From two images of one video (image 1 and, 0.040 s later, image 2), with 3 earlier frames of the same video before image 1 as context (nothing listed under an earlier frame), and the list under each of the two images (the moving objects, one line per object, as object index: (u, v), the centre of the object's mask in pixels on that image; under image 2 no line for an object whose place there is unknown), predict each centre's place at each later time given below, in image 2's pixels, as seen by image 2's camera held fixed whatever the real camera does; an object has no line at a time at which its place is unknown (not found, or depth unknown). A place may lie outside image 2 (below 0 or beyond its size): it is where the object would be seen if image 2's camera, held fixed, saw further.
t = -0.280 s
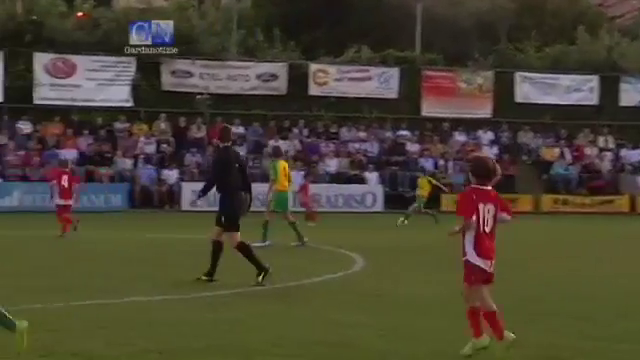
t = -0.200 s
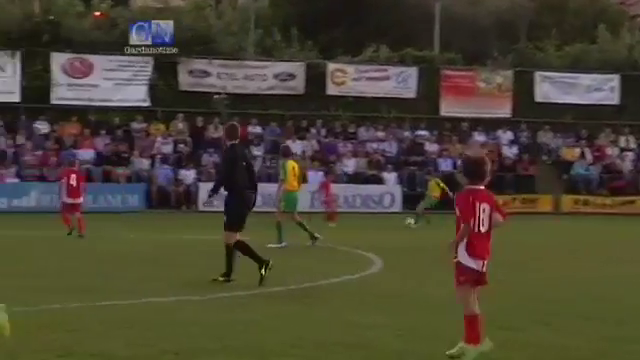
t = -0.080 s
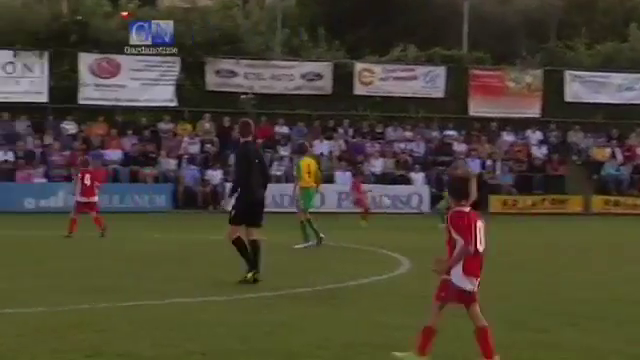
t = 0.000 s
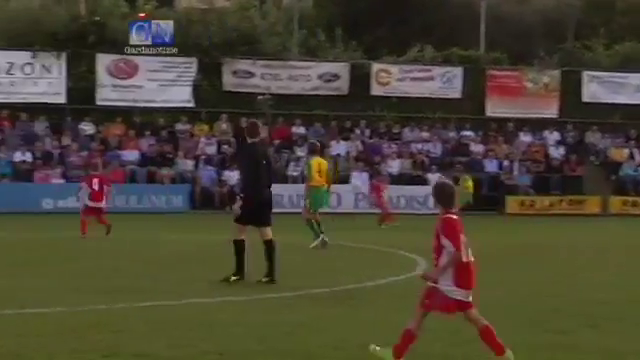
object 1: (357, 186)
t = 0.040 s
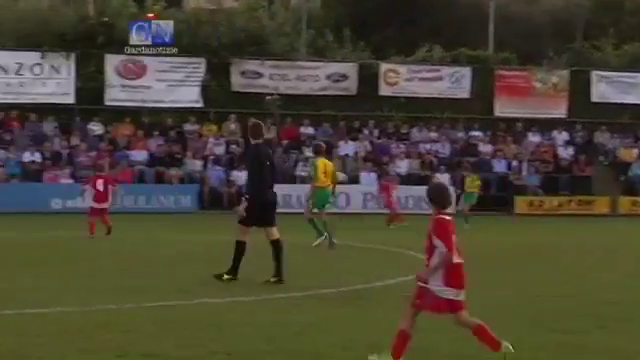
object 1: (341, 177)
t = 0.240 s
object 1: (214, 141)
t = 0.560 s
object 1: (-1, 114)
